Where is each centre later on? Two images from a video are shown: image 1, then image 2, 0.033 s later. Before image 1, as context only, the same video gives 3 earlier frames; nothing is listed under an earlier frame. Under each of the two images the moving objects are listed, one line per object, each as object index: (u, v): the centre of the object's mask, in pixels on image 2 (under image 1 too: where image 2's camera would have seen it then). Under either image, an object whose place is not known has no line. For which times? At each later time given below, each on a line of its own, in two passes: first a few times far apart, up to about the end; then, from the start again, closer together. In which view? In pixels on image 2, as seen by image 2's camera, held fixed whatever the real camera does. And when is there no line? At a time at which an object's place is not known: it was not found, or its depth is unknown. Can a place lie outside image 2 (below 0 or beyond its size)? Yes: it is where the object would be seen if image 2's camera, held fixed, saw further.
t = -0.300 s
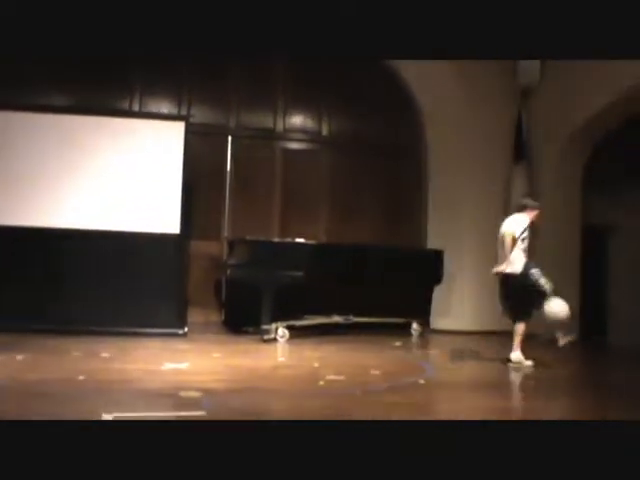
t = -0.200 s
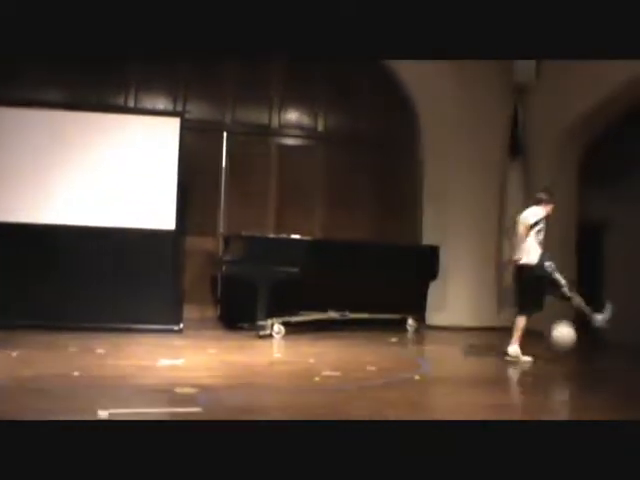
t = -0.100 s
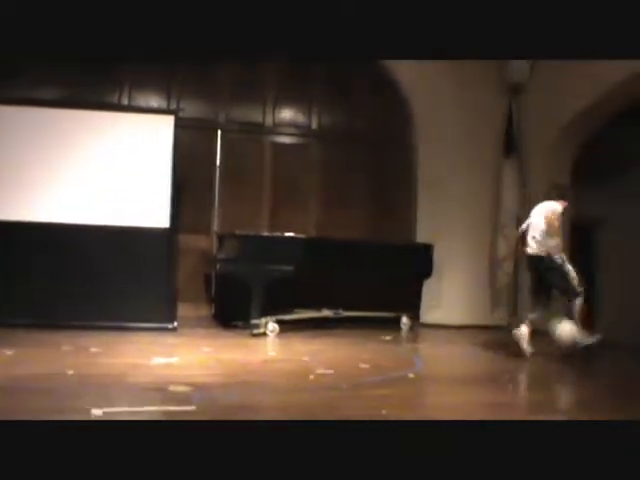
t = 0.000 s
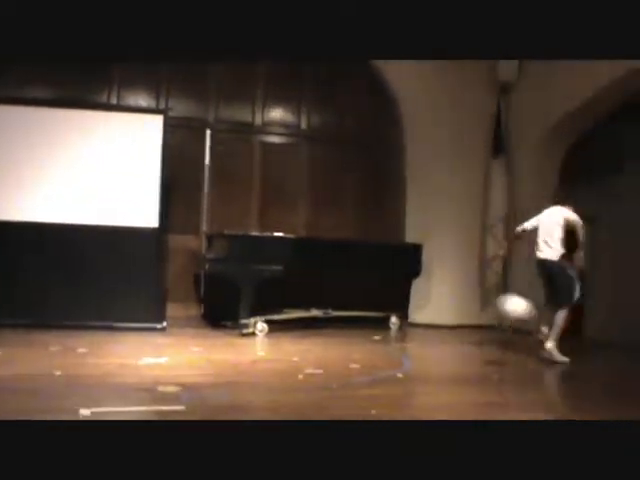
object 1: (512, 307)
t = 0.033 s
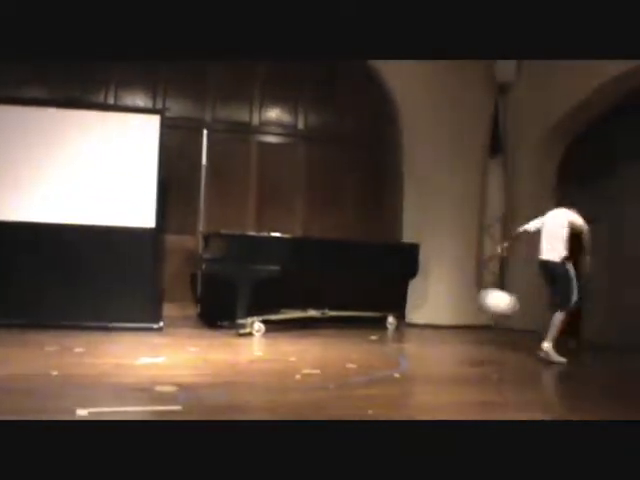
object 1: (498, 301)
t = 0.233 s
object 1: (402, 297)
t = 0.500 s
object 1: (237, 359)
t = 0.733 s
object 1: (147, 336)
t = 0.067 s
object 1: (483, 297)
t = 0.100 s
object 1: (468, 295)
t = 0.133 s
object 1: (451, 292)
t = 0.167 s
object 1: (433, 292)
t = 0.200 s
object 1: (420, 295)
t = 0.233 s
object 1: (402, 297)
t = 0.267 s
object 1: (384, 301)
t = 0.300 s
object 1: (352, 310)
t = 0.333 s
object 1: (331, 321)
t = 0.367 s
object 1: (307, 335)
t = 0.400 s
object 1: (285, 346)
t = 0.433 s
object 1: (261, 366)
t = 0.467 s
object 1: (251, 366)
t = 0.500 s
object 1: (237, 359)
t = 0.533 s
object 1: (224, 350)
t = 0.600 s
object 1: (202, 338)
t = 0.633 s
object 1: (187, 335)
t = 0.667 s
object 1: (174, 334)
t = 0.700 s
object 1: (161, 334)
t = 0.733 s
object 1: (147, 336)
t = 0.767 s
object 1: (131, 340)
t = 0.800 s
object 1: (113, 348)
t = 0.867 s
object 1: (77, 371)
